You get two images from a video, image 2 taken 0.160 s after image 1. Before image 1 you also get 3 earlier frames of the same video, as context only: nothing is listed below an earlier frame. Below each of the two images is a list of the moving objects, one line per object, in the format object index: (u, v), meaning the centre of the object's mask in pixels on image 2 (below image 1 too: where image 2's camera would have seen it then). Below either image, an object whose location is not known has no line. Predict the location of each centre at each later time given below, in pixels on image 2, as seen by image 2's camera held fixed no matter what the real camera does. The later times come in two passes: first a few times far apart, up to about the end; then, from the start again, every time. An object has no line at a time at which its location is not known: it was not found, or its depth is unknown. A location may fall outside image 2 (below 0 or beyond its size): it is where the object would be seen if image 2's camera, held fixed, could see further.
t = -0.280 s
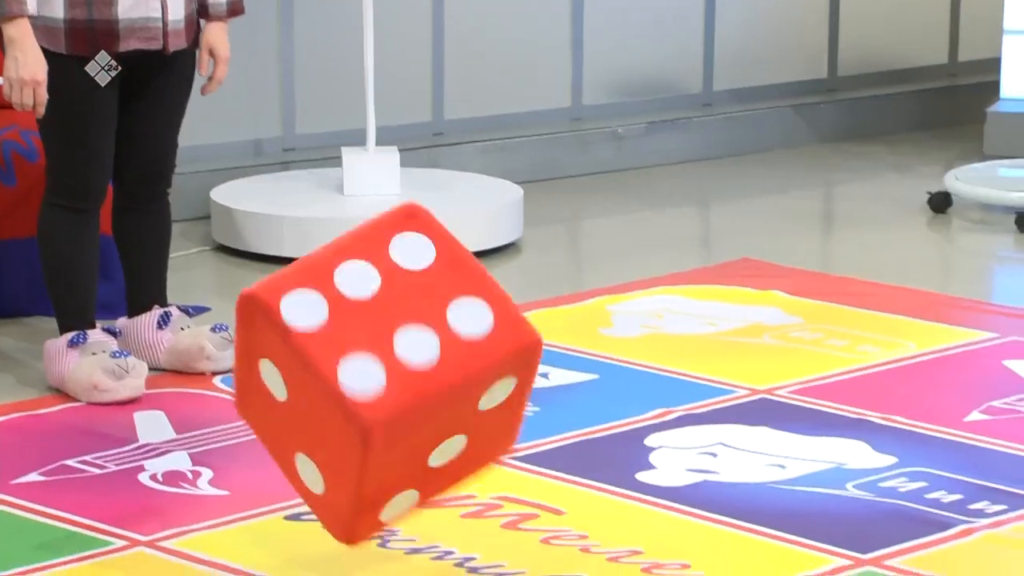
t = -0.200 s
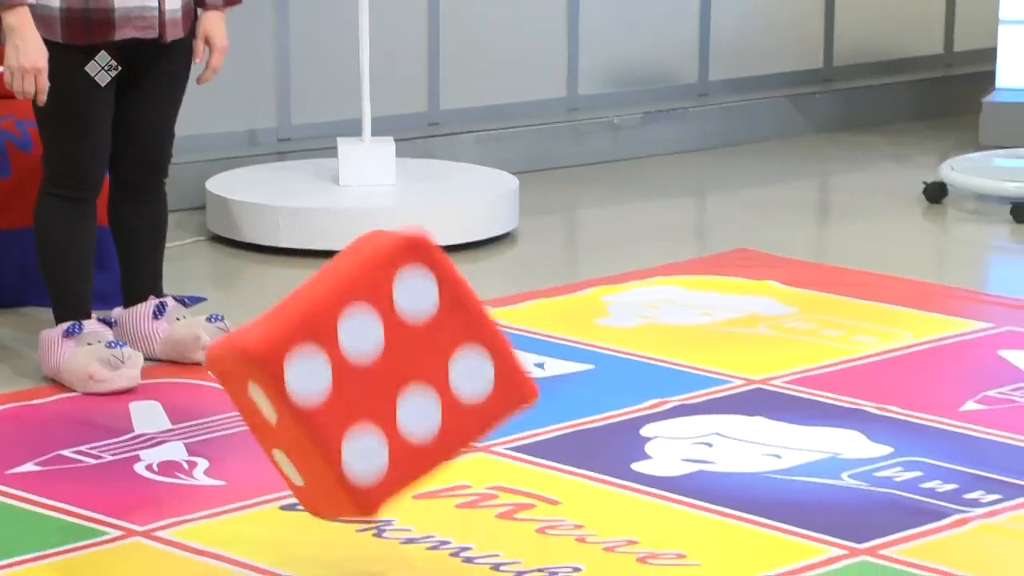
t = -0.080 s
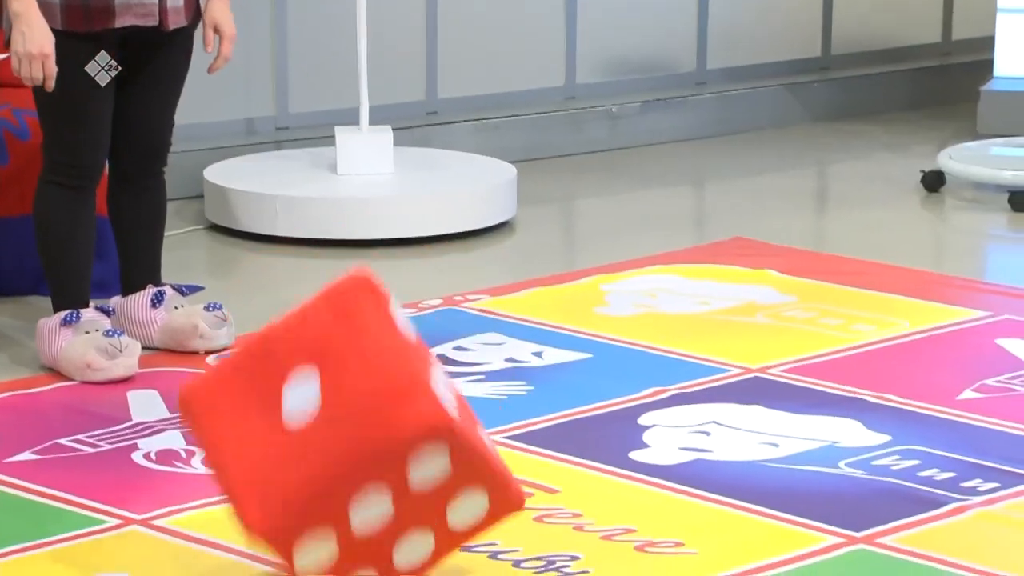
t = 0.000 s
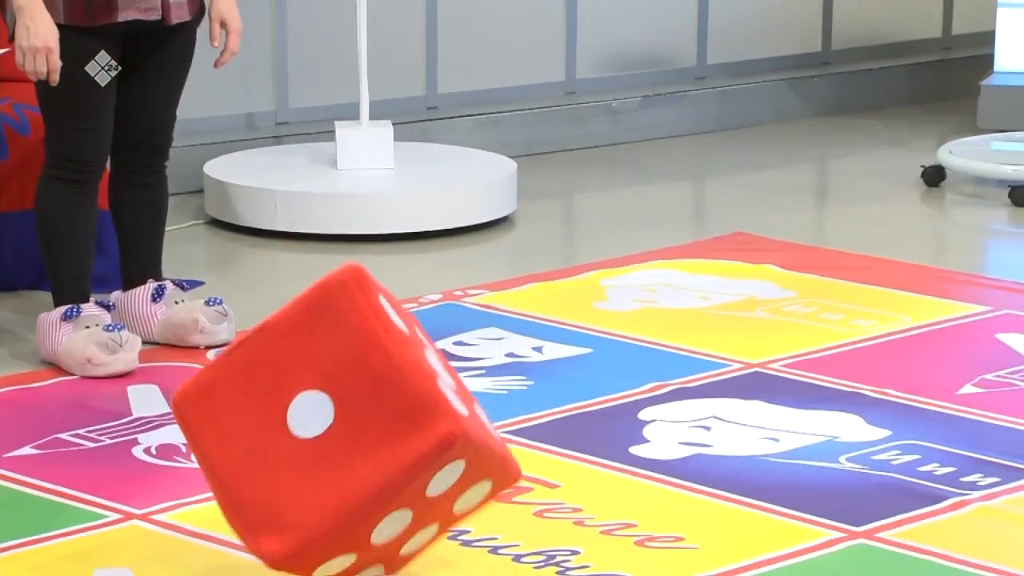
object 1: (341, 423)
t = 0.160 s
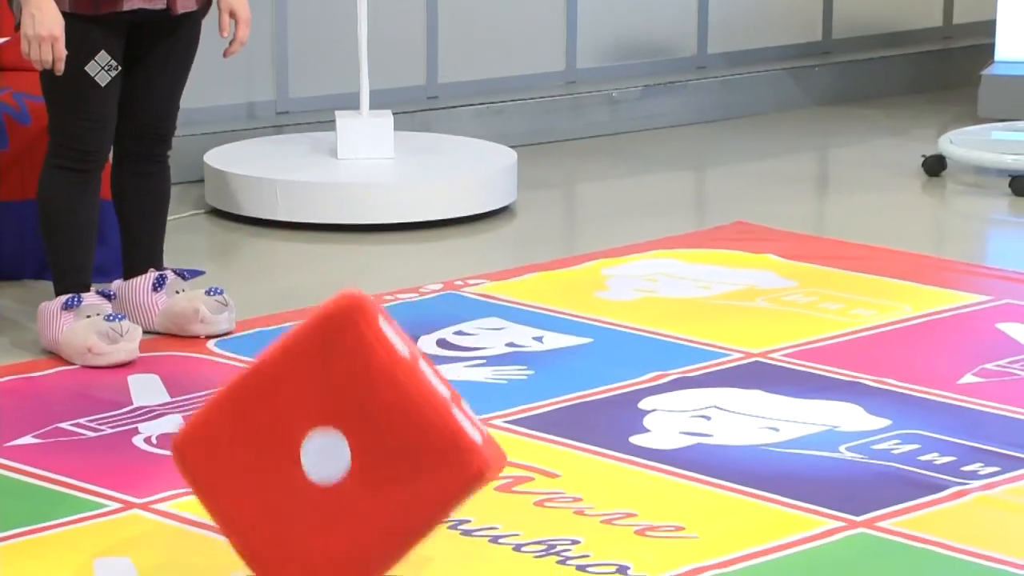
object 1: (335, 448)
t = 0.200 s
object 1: (339, 460)
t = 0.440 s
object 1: (334, 461)
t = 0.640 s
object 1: (343, 478)
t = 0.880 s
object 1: (379, 523)
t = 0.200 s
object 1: (339, 460)
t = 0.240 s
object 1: (338, 459)
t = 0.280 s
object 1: (337, 457)
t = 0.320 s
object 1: (335, 456)
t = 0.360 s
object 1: (334, 457)
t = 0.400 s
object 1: (334, 458)
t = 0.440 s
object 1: (334, 461)
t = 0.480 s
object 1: (335, 464)
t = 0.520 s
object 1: (336, 467)
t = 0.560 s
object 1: (338, 470)
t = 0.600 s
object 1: (340, 474)
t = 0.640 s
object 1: (343, 478)
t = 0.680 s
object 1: (347, 482)
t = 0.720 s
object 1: (351, 488)
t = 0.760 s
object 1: (356, 494)
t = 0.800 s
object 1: (363, 501)
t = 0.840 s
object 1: (371, 510)
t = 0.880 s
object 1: (379, 523)
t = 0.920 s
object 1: (389, 542)
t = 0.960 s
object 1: (398, 558)
